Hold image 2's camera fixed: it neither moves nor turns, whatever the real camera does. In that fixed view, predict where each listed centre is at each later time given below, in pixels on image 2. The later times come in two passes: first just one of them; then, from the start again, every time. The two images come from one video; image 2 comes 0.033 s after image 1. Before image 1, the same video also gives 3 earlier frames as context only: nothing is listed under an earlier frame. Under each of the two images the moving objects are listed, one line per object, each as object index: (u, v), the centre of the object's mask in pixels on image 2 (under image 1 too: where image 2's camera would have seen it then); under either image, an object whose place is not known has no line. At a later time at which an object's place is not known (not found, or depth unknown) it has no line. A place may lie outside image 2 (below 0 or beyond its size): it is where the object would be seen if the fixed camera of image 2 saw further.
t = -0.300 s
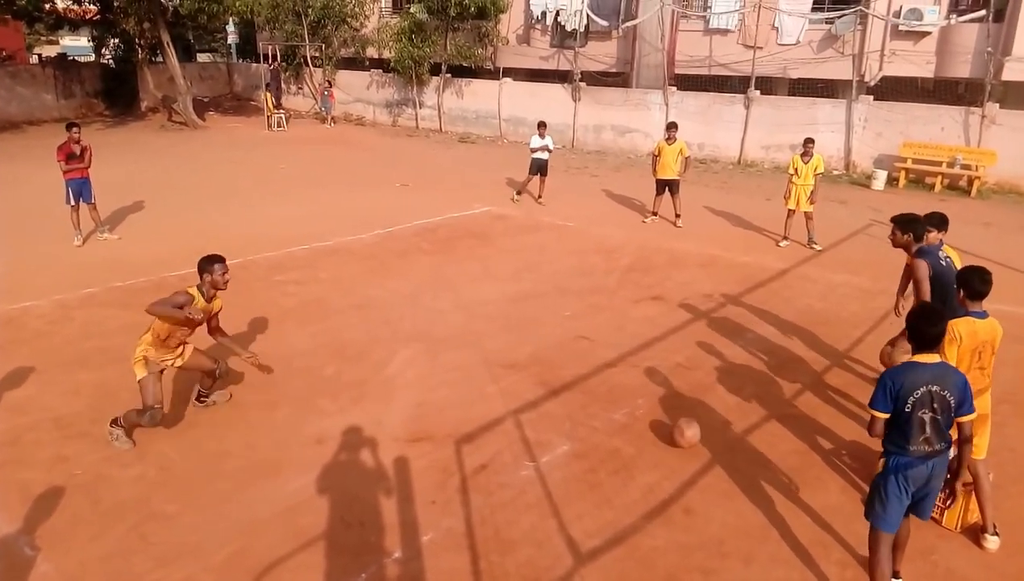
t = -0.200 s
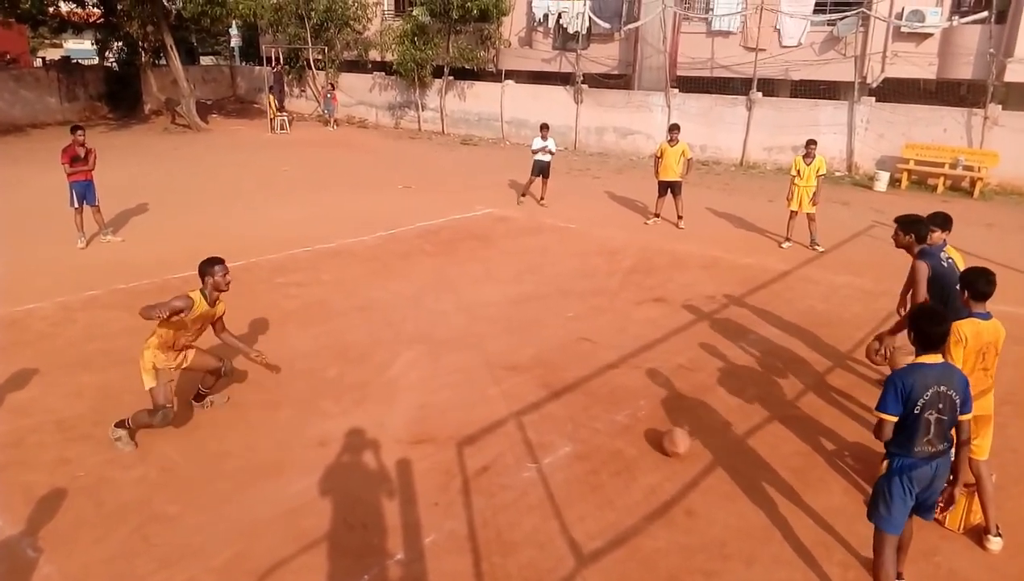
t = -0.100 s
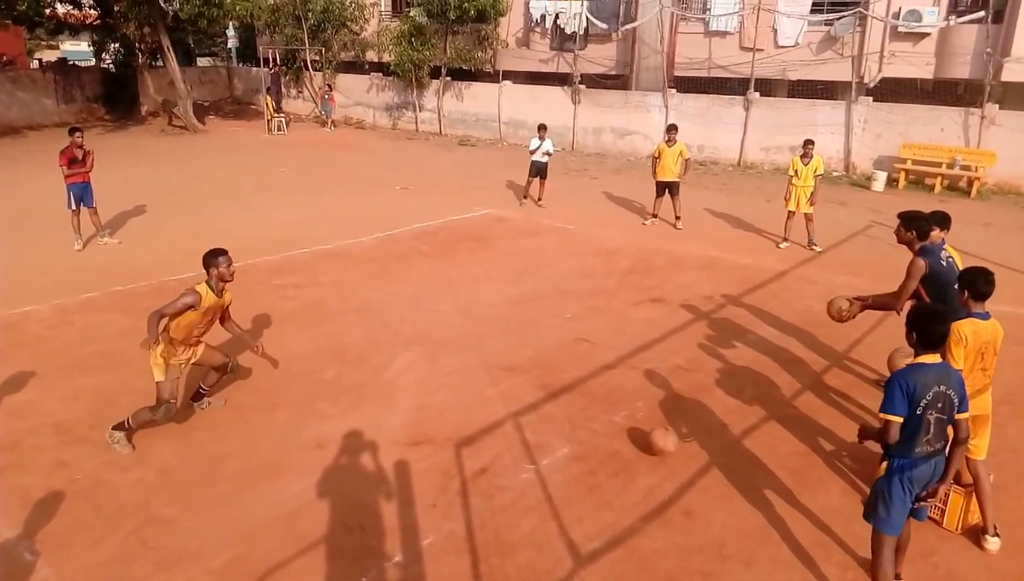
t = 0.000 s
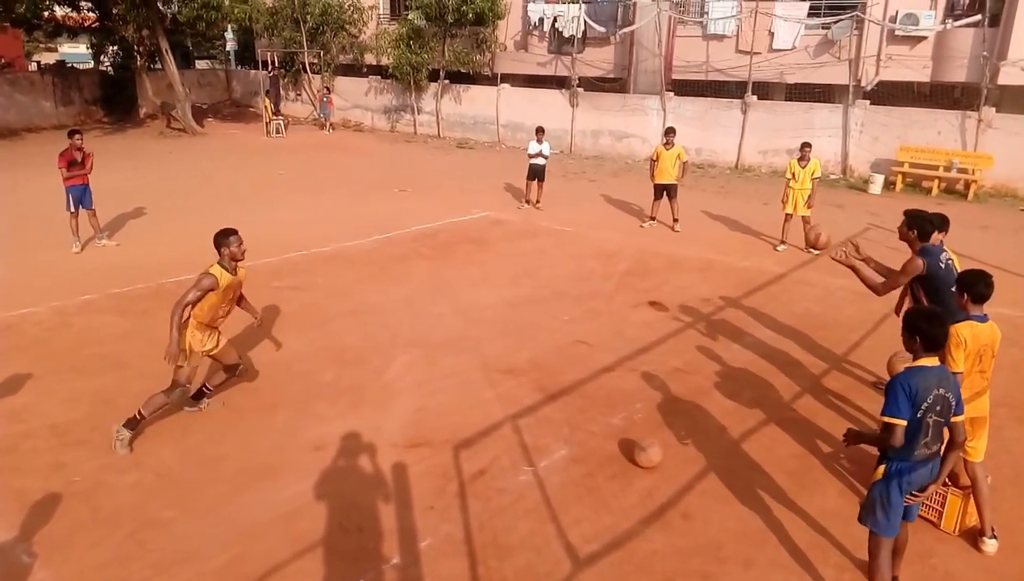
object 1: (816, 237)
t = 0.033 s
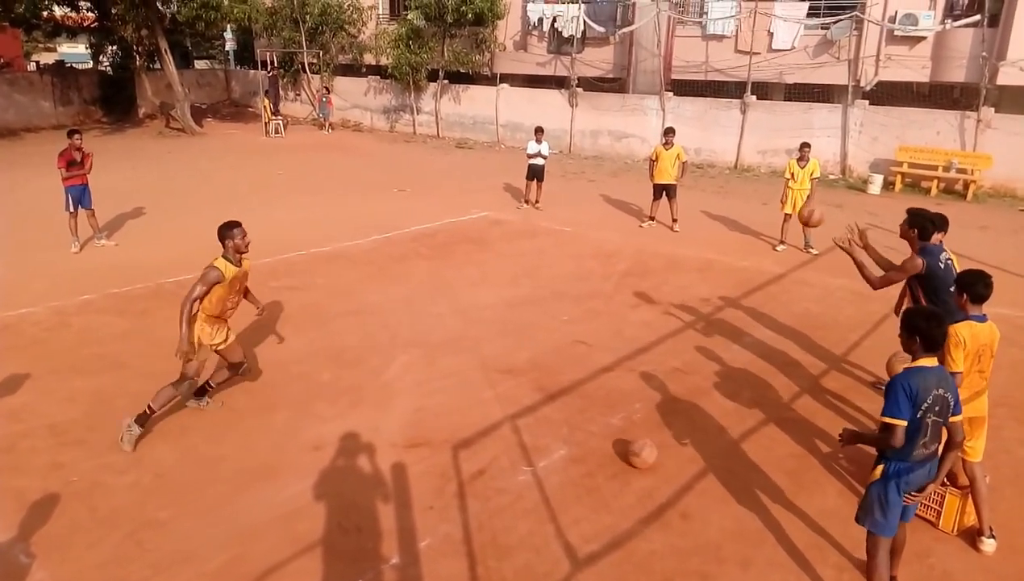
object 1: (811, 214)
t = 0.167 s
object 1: (788, 138)
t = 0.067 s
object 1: (806, 193)
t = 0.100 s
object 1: (800, 173)
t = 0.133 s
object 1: (794, 155)
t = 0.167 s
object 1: (788, 138)
